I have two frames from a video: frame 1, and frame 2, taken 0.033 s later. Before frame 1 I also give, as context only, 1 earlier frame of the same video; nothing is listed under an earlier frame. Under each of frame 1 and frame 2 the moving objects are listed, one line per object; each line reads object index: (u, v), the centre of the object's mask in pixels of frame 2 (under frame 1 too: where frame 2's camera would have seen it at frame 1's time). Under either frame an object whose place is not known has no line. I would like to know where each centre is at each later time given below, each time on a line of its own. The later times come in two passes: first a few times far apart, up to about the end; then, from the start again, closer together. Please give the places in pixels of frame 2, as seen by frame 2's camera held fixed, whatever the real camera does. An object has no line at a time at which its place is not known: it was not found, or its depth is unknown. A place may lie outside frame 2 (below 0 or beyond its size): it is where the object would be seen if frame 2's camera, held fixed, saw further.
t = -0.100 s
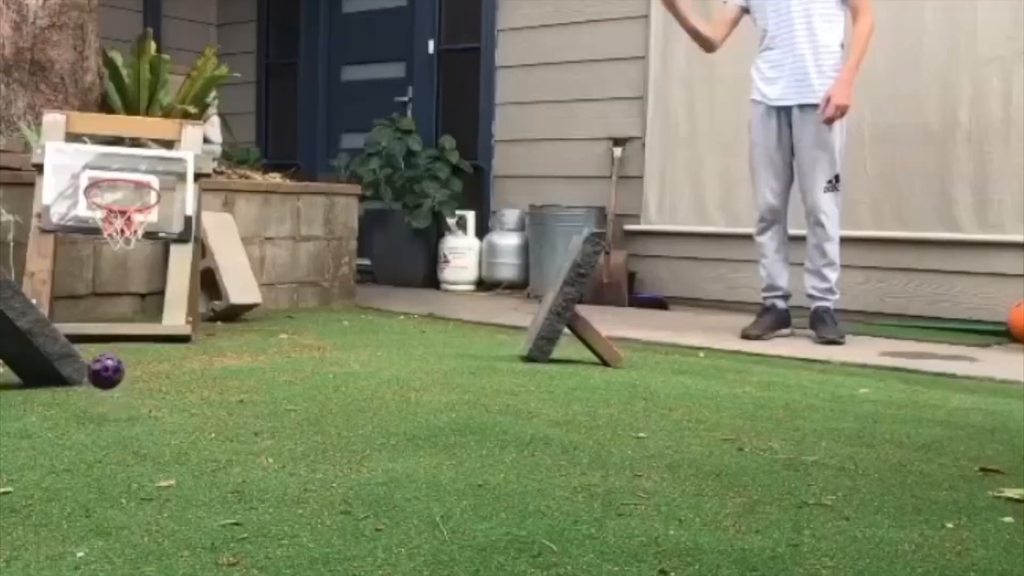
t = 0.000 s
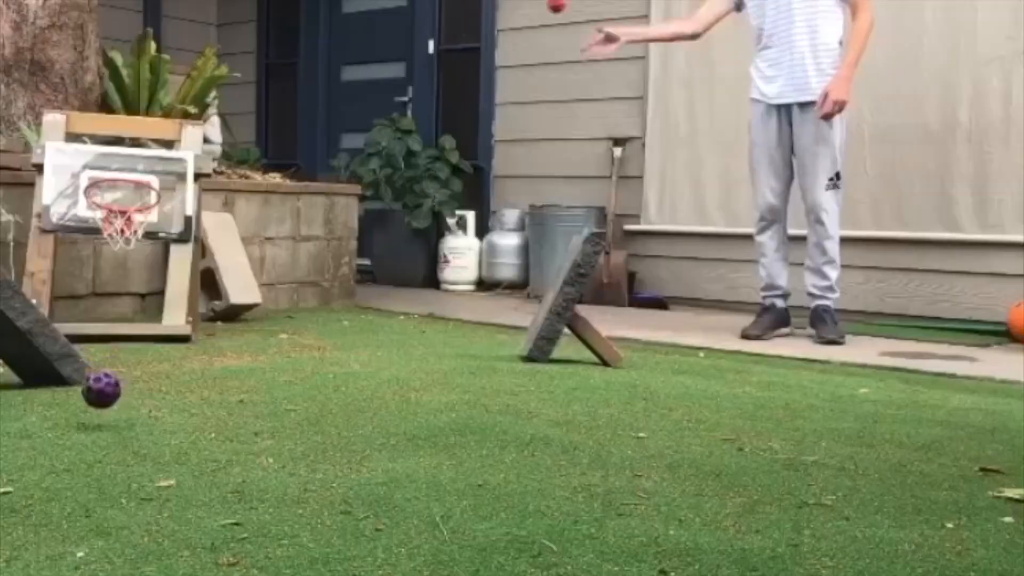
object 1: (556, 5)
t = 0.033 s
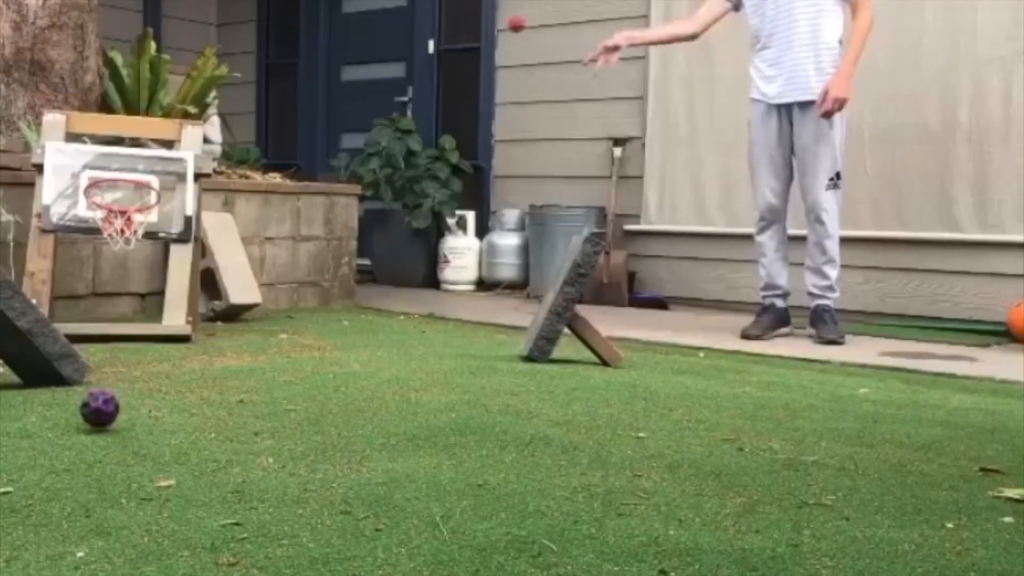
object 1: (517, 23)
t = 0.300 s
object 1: (257, 239)
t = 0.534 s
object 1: (512, 267)
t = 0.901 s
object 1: (164, 204)
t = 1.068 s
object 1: (11, 224)
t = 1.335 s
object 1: (64, 115)
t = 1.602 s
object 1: (127, 179)
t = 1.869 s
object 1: (105, 221)
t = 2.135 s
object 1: (72, 297)
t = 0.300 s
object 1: (257, 239)
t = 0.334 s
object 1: (288, 233)
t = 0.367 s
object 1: (321, 230)
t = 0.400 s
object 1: (354, 230)
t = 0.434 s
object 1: (390, 232)
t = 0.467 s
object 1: (428, 239)
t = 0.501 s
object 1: (469, 252)
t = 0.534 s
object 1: (512, 267)
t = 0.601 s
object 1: (508, 253)
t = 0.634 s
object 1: (475, 234)
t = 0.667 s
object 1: (440, 215)
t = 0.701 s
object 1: (405, 202)
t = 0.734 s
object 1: (369, 193)
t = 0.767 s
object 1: (331, 186)
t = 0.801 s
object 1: (292, 184)
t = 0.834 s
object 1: (252, 186)
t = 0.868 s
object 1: (208, 193)
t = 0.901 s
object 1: (164, 204)
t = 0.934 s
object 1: (118, 221)
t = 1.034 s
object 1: (7, 258)
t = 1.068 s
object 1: (11, 224)
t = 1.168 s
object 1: (31, 147)
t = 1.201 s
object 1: (39, 133)
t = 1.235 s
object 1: (47, 122)
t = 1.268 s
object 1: (53, 115)
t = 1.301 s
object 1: (59, 113)
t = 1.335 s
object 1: (64, 115)
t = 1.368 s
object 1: (70, 119)
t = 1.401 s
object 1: (76, 129)
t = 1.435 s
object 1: (80, 142)
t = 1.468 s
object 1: (88, 149)
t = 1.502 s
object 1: (96, 150)
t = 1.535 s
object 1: (107, 158)
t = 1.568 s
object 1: (118, 167)
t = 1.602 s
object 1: (127, 179)
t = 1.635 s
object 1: (137, 194)
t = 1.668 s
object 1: (135, 196)
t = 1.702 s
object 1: (133, 197)
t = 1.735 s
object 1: (126, 202)
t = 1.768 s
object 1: (122, 206)
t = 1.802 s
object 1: (117, 207)
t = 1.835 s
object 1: (109, 215)
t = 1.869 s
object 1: (105, 221)
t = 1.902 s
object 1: (104, 229)
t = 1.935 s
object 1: (99, 243)
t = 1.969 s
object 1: (95, 259)
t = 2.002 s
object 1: (91, 283)
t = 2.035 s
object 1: (86, 307)
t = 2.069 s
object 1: (82, 338)
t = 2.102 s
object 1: (76, 316)
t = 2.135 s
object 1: (72, 297)
